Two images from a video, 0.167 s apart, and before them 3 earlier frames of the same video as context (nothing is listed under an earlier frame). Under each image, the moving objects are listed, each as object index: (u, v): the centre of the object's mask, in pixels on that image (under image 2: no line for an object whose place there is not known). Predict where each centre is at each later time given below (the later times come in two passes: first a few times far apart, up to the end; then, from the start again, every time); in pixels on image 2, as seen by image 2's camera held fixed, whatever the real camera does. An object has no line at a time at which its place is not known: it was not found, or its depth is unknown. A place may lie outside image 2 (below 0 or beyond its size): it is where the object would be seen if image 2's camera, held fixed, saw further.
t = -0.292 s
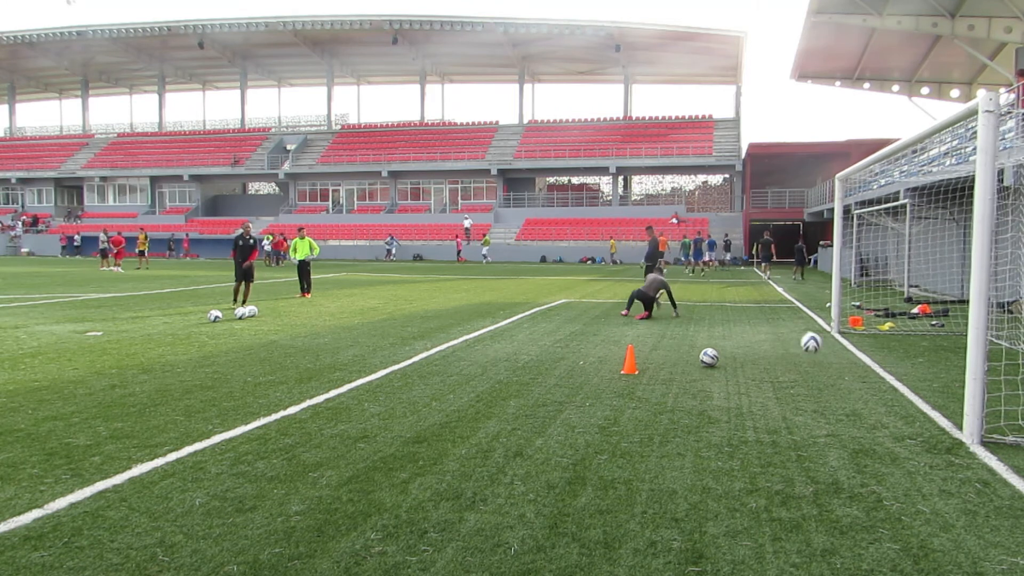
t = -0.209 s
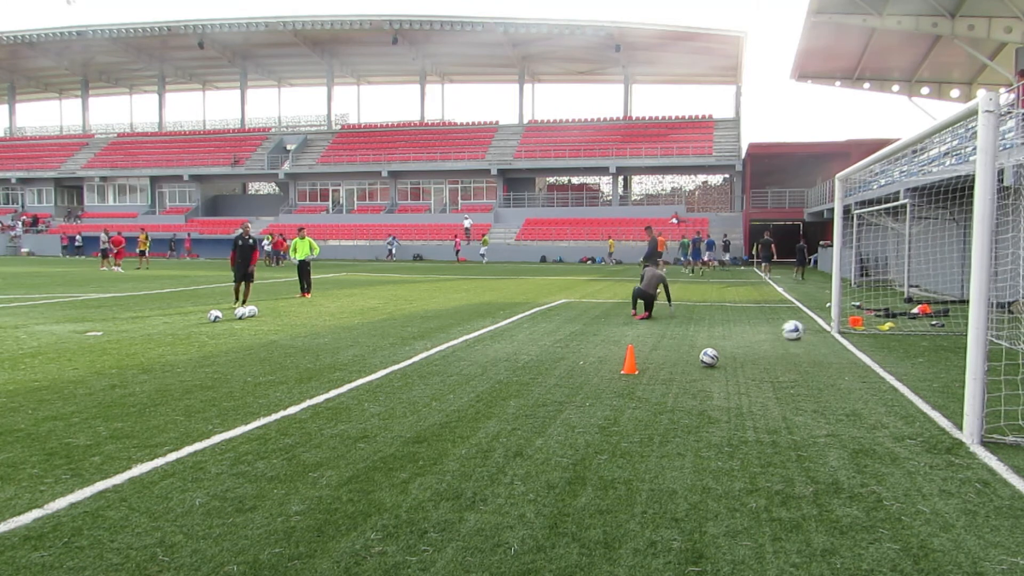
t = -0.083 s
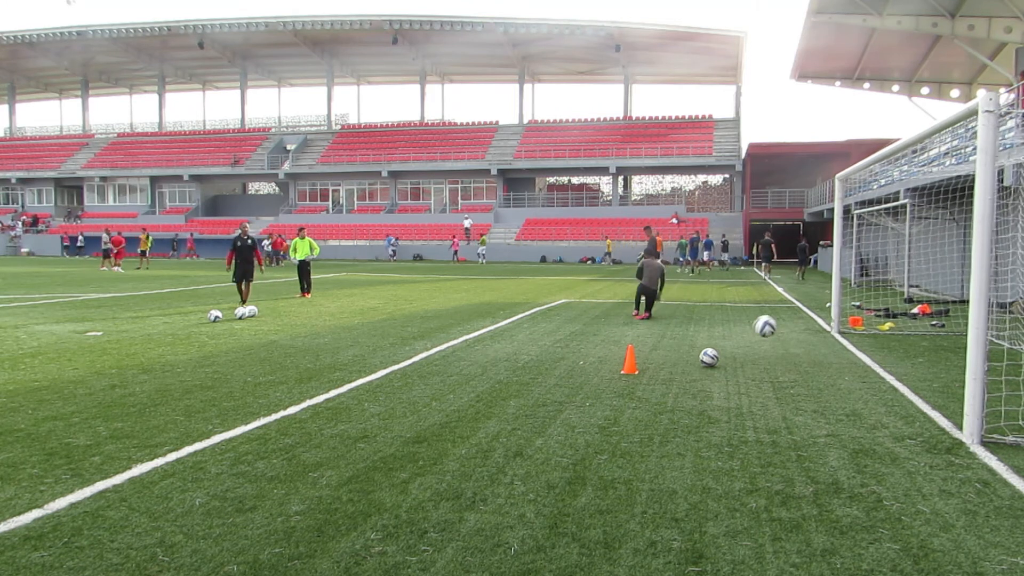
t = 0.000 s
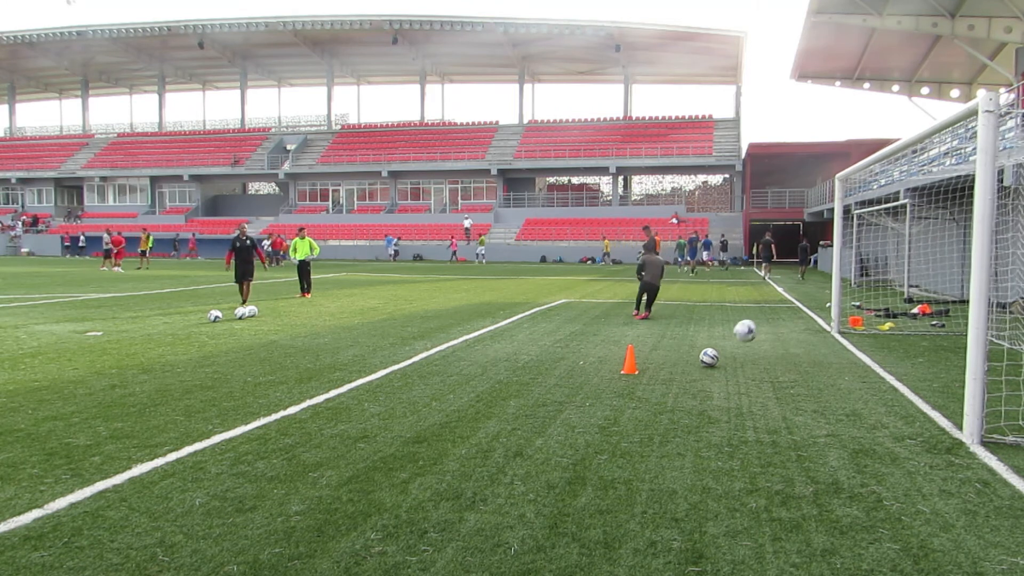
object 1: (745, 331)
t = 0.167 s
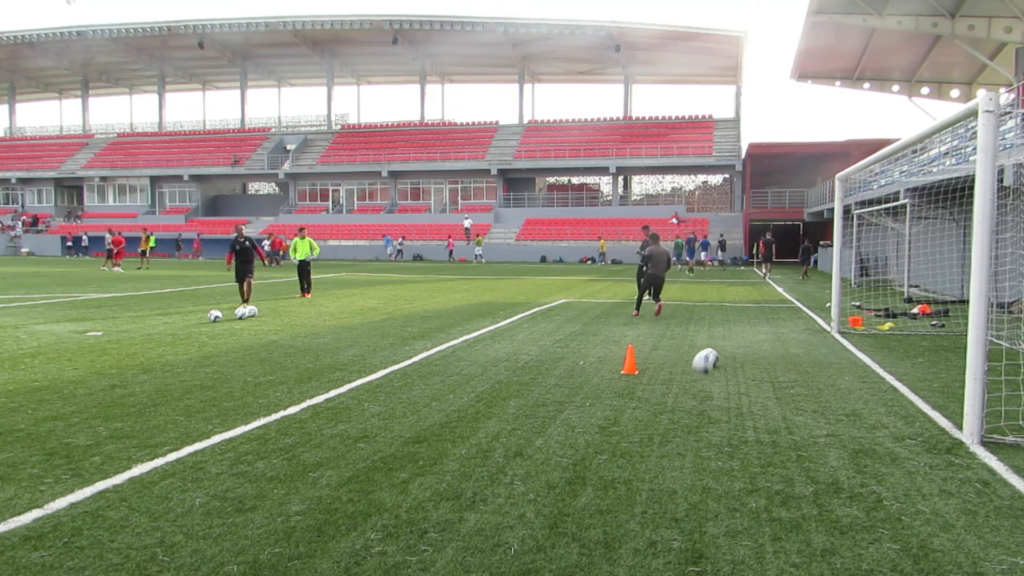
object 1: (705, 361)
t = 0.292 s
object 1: (674, 378)
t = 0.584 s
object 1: (597, 371)
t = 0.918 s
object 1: (504, 392)
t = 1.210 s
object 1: (419, 406)
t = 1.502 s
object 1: (328, 423)
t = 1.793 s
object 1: (233, 435)
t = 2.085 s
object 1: (133, 448)
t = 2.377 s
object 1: (29, 461)
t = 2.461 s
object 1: (9, 465)
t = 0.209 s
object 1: (694, 373)
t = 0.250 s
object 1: (684, 386)
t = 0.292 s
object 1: (674, 378)
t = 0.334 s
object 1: (663, 372)
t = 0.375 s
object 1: (651, 367)
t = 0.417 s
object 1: (642, 363)
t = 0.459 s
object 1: (631, 363)
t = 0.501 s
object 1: (619, 364)
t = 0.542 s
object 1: (609, 367)
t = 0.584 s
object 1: (597, 371)
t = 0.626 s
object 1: (585, 377)
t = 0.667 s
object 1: (574, 387)
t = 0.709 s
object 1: (563, 397)
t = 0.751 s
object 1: (550, 393)
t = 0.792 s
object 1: (538, 389)
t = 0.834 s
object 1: (527, 388)
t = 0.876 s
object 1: (515, 389)
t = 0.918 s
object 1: (504, 392)
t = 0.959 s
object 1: (491, 396)
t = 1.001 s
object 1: (479, 403)
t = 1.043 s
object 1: (466, 407)
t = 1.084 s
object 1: (454, 404)
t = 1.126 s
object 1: (443, 403)
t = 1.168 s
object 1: (431, 404)
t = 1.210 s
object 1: (419, 406)
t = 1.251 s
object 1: (406, 412)
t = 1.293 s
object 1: (393, 416)
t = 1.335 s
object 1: (380, 416)
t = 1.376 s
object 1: (368, 416)
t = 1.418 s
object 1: (356, 420)
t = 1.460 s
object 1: (342, 423)
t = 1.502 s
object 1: (328, 423)
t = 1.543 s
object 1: (315, 426)
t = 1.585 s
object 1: (302, 427)
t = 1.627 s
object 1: (288, 428)
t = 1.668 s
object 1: (276, 431)
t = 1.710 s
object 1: (261, 432)
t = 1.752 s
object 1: (247, 433)
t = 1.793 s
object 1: (233, 435)
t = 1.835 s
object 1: (219, 436)
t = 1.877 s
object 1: (206, 439)
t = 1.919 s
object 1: (191, 440)
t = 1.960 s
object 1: (178, 442)
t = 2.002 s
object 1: (163, 443)
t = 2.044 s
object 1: (147, 445)
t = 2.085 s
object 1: (133, 448)
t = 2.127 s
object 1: (118, 450)
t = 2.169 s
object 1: (105, 452)
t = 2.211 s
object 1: (90, 453)
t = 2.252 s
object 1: (76, 454)
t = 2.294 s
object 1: (60, 457)
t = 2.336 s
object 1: (45, 459)
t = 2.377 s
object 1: (29, 461)
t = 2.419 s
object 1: (17, 463)
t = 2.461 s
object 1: (9, 465)
